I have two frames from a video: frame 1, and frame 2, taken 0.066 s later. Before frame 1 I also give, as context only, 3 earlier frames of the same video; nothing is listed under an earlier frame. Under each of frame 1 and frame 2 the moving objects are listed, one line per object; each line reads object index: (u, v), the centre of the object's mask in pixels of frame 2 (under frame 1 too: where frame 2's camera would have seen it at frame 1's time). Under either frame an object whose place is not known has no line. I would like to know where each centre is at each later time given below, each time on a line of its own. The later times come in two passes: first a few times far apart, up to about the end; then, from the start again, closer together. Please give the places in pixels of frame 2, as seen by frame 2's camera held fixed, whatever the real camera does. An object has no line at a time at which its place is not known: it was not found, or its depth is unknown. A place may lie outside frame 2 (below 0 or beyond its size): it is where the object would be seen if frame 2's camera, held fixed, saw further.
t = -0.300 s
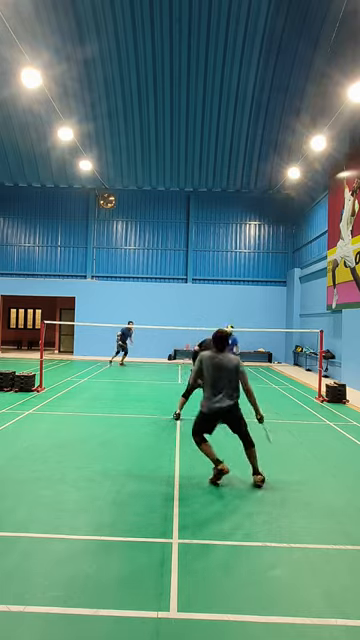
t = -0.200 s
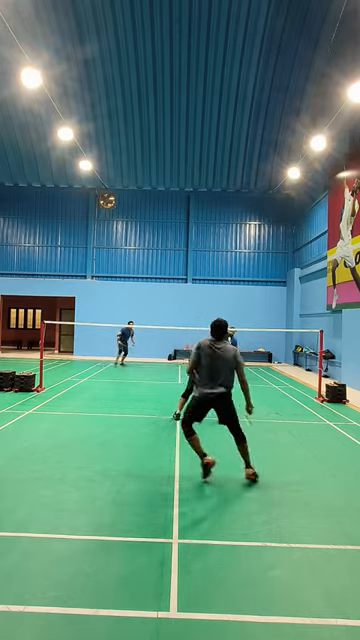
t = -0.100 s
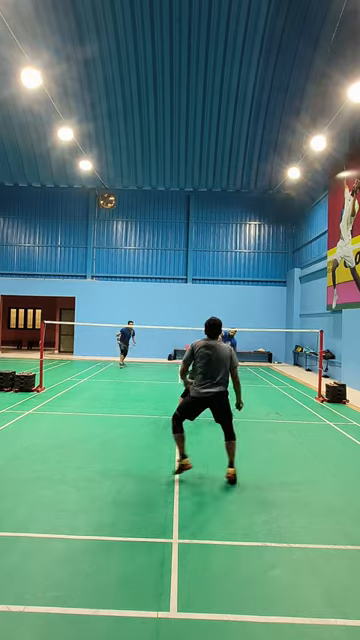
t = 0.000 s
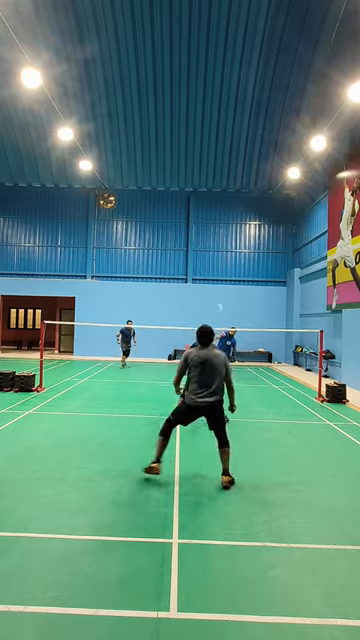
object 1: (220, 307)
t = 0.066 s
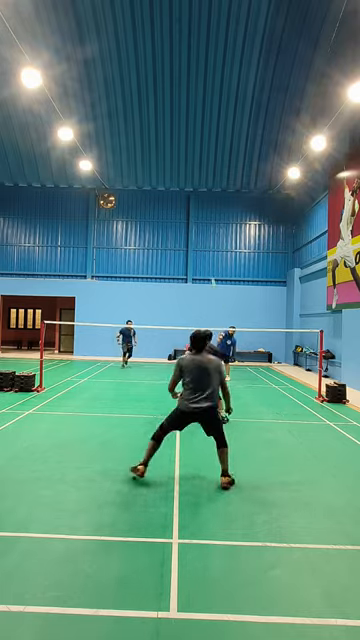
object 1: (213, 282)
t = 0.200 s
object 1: (197, 233)
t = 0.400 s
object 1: (176, 194)
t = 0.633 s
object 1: (147, 183)
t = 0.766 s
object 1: (126, 197)
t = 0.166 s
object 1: (200, 242)
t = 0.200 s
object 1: (197, 233)
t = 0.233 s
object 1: (194, 225)
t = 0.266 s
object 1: (191, 218)
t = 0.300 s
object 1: (187, 211)
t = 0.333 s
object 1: (184, 204)
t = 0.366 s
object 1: (180, 199)
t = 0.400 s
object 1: (176, 194)
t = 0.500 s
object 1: (164, 184)
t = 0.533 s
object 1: (160, 183)
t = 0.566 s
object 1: (156, 182)
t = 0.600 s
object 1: (152, 182)
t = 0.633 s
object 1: (147, 183)
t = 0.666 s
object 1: (142, 184)
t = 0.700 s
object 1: (137, 187)
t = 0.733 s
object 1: (131, 191)
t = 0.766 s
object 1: (126, 197)
